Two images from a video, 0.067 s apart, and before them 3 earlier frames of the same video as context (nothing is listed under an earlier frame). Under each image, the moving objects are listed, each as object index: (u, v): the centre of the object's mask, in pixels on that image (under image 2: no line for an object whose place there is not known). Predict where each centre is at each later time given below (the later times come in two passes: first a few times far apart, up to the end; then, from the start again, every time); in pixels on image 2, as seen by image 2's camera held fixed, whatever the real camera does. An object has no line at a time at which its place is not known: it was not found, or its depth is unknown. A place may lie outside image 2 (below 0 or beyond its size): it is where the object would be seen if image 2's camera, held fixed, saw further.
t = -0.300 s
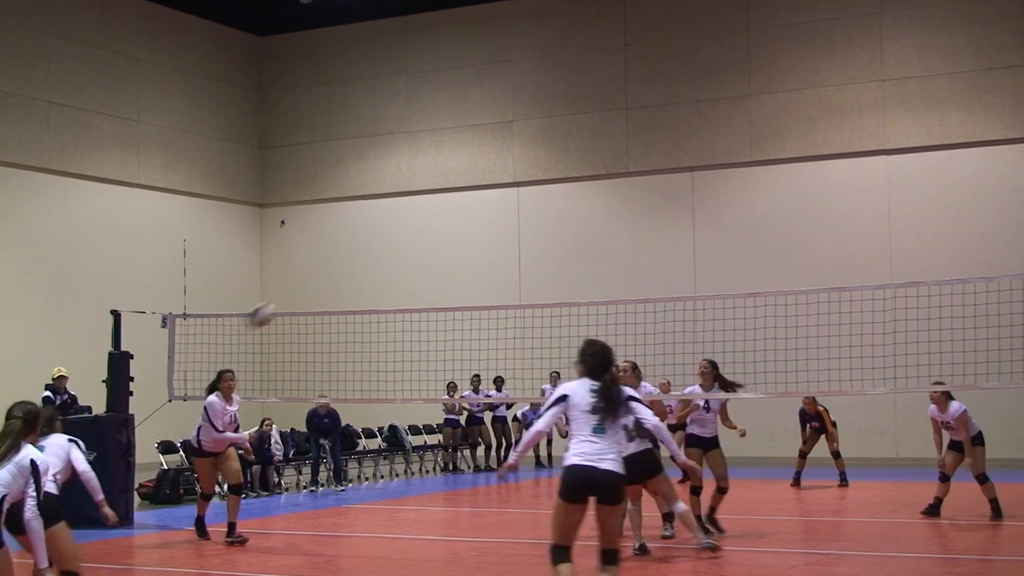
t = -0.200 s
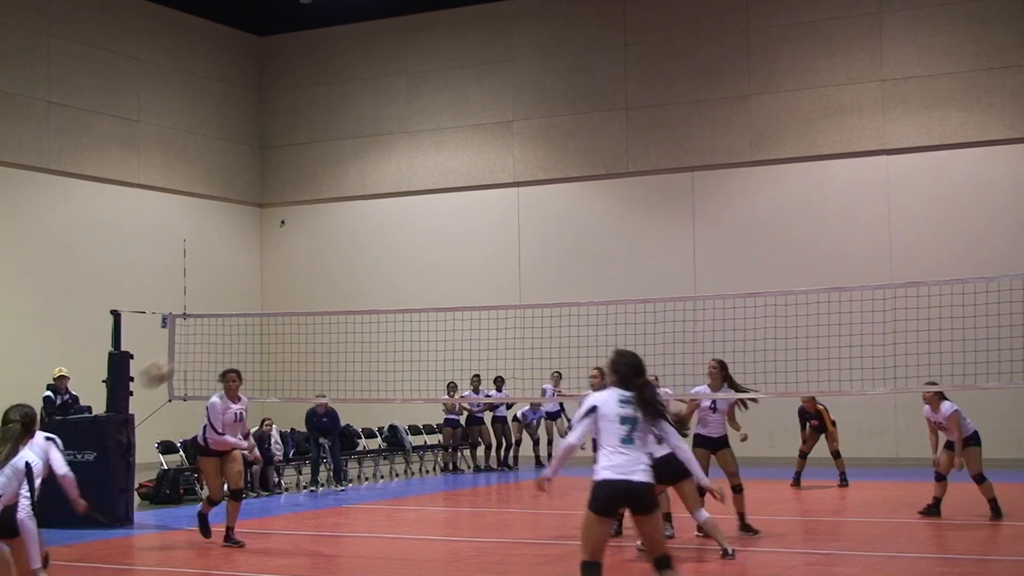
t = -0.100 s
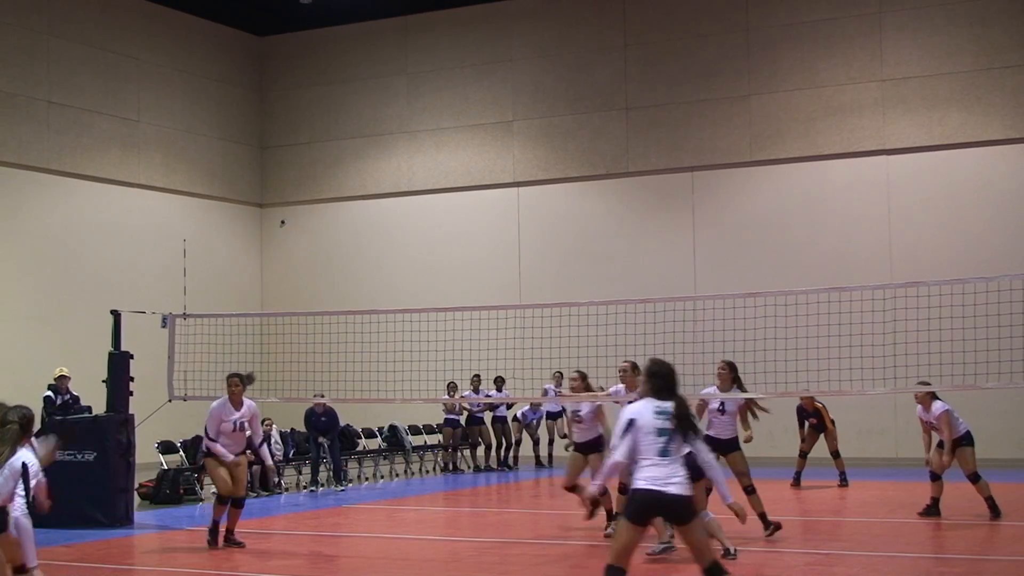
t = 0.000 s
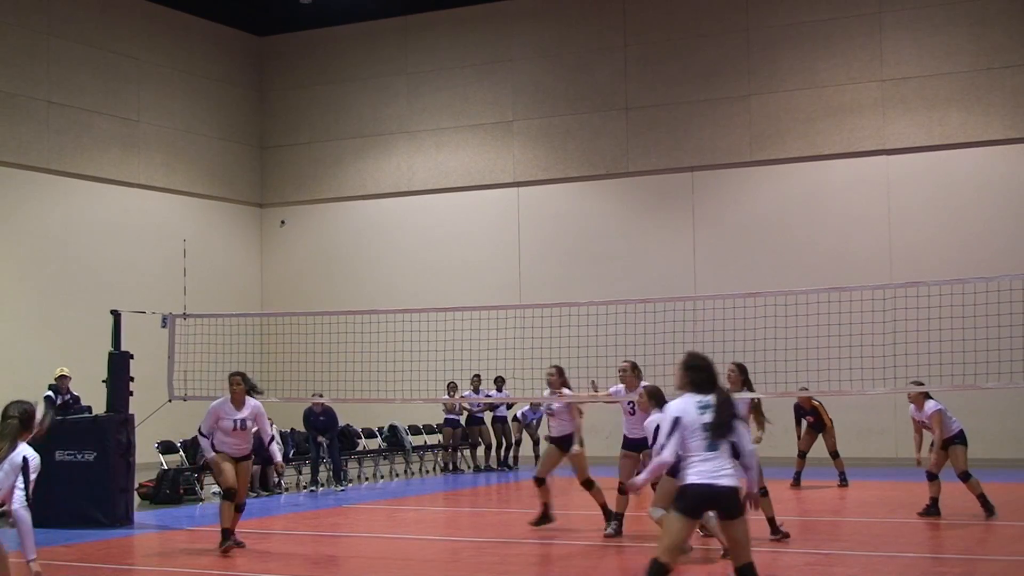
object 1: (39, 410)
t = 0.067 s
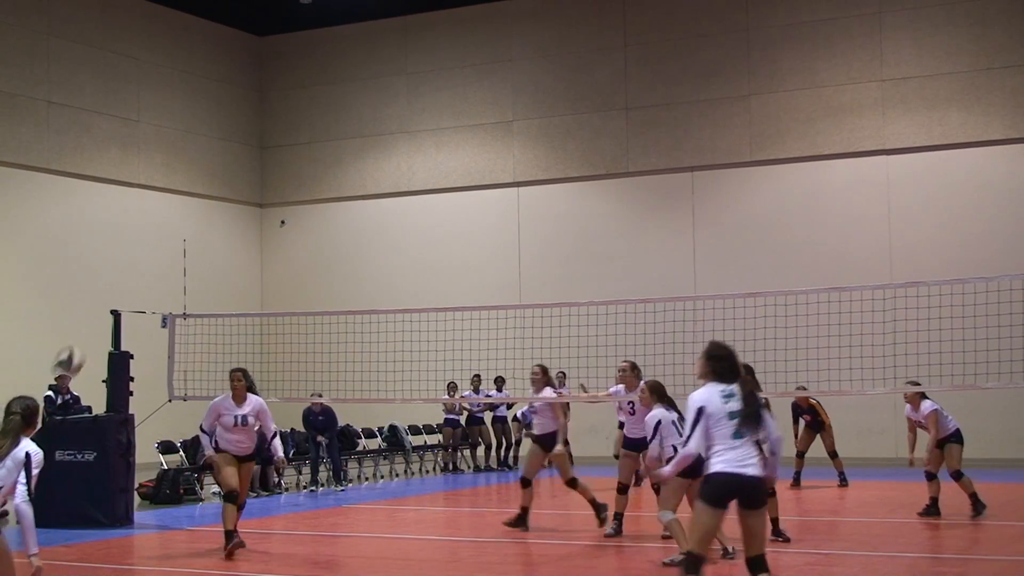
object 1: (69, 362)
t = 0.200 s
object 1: (129, 275)
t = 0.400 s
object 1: (214, 194)
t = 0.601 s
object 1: (290, 165)
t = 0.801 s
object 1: (362, 180)
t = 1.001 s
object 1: (430, 239)
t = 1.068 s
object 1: (452, 267)
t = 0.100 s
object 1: (85, 338)
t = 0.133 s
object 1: (100, 316)
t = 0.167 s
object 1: (115, 295)
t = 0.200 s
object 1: (129, 275)
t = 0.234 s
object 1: (144, 258)
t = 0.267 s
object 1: (159, 242)
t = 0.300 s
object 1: (172, 228)
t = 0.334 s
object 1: (186, 216)
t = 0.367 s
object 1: (200, 204)
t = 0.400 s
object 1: (214, 194)
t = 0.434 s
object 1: (227, 186)
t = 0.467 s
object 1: (240, 179)
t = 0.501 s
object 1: (254, 173)
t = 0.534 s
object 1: (266, 168)
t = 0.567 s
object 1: (278, 165)
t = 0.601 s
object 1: (290, 165)
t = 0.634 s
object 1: (303, 164)
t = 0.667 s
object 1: (315, 165)
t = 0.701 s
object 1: (327, 167)
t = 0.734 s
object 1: (339, 170)
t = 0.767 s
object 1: (351, 174)
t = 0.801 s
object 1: (362, 180)
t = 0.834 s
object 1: (374, 187)
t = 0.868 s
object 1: (386, 196)
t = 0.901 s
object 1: (396, 205)
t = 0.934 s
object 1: (408, 215)
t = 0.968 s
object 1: (418, 226)
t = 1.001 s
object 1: (430, 239)
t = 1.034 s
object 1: (441, 254)
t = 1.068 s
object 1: (452, 267)
